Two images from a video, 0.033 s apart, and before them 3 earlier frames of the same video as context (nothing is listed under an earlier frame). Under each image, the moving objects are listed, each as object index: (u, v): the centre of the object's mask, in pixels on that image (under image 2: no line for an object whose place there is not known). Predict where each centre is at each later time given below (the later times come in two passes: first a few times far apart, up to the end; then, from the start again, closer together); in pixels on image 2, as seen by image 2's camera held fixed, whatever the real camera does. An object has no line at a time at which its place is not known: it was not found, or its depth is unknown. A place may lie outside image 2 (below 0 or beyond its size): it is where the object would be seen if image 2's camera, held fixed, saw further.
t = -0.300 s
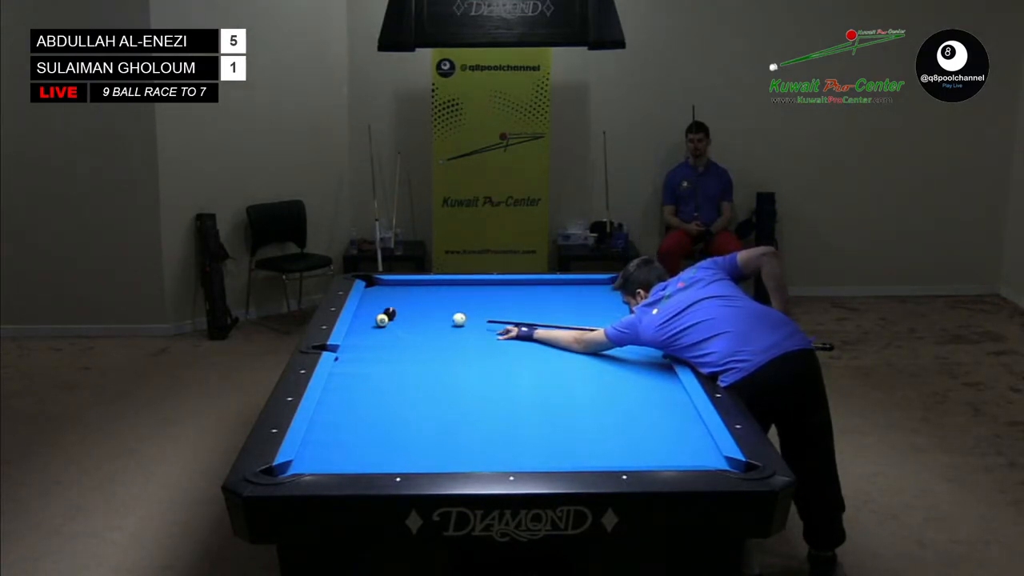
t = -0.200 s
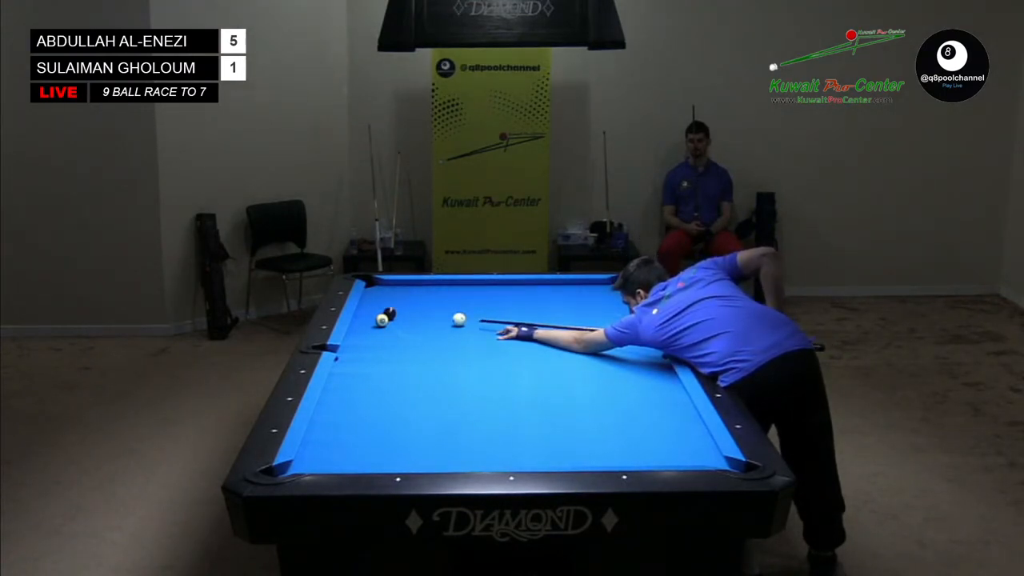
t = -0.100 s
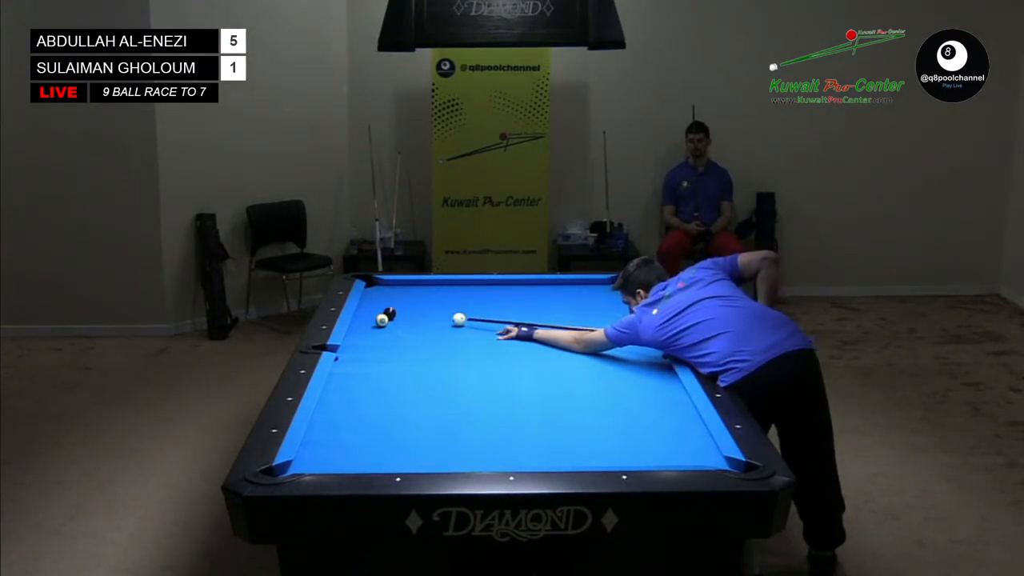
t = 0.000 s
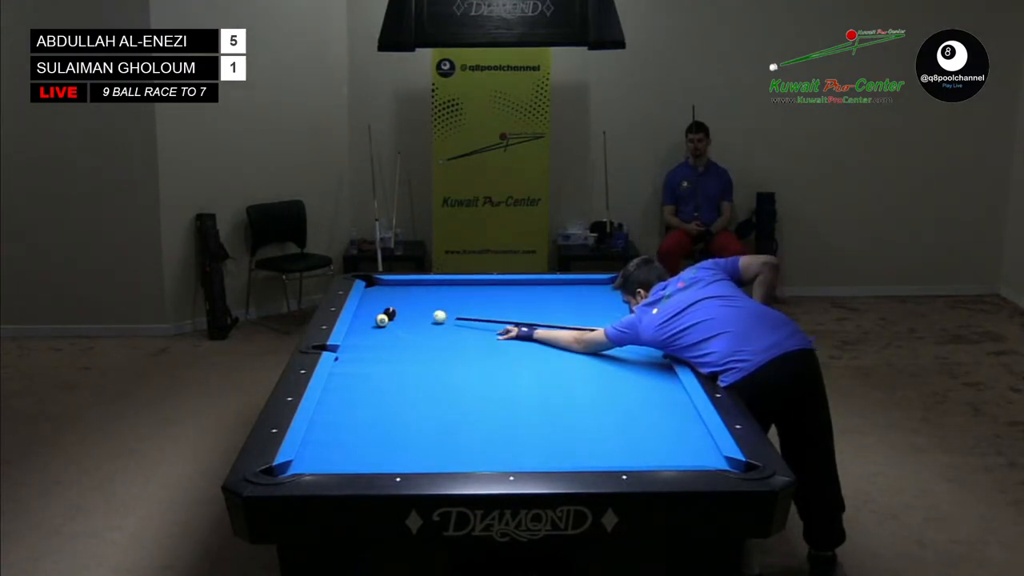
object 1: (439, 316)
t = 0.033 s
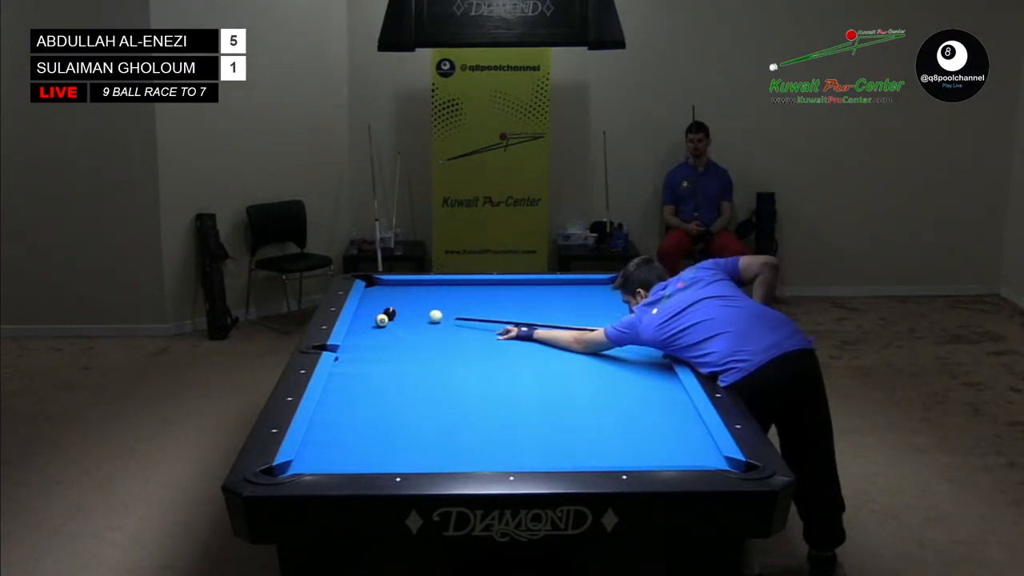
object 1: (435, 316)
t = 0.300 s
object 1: (393, 307)
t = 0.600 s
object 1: (372, 300)
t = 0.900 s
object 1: (394, 293)
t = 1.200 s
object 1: (416, 286)
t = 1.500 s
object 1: (436, 283)
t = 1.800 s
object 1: (456, 286)
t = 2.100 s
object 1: (474, 289)
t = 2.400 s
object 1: (492, 292)
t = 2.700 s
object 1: (510, 296)
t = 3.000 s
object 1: (527, 299)
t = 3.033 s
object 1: (528, 299)
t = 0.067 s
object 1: (429, 315)
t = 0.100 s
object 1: (422, 314)
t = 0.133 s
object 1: (419, 314)
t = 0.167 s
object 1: (409, 312)
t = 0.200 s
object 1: (403, 311)
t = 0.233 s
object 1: (400, 311)
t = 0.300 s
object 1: (393, 307)
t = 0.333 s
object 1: (391, 306)
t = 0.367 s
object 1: (388, 306)
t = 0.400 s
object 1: (379, 306)
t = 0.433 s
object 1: (377, 305)
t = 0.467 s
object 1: (372, 305)
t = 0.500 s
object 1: (367, 304)
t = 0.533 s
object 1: (365, 303)
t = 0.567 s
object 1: (369, 301)
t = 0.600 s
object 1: (372, 300)
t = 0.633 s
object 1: (374, 300)
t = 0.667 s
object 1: (376, 299)
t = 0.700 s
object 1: (379, 298)
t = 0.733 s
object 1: (381, 298)
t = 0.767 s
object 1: (384, 296)
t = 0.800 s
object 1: (387, 295)
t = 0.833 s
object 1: (389, 295)
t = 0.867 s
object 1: (392, 294)
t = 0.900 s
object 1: (394, 293)
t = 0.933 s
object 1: (396, 293)
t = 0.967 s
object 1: (400, 291)
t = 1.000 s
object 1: (403, 290)
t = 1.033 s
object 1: (405, 290)
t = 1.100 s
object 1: (409, 288)
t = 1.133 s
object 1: (410, 288)
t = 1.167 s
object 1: (413, 287)
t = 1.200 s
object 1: (416, 286)
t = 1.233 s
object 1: (417, 286)
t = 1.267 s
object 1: (420, 285)
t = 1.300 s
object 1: (422, 284)
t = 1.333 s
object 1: (424, 283)
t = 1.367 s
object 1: (428, 282)
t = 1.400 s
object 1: (430, 282)
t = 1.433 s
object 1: (432, 282)
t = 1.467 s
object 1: (433, 282)
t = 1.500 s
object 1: (436, 283)
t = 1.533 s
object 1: (437, 283)
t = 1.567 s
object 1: (440, 283)
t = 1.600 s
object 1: (442, 284)
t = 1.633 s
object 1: (444, 284)
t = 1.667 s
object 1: (446, 285)
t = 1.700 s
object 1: (449, 285)
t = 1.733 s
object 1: (450, 285)
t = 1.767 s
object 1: (454, 286)
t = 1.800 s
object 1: (456, 286)
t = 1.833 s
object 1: (457, 286)
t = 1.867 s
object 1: (459, 287)
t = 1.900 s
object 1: (462, 287)
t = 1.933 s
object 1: (463, 287)
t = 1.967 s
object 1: (465, 288)
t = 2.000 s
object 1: (468, 288)
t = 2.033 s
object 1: (469, 288)
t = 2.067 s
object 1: (472, 289)
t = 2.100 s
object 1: (474, 289)
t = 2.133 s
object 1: (475, 290)
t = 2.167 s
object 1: (478, 290)
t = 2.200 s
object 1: (482, 290)
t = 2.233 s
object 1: (483, 291)
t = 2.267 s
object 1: (484, 291)
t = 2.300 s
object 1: (486, 291)
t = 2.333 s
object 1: (487, 291)
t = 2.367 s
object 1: (490, 292)
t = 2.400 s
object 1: (492, 292)
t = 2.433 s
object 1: (494, 293)
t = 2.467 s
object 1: (496, 293)
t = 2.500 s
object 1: (498, 293)
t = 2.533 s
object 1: (499, 294)
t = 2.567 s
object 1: (503, 294)
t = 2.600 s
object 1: (505, 295)
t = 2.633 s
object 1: (506, 295)
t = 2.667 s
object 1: (507, 295)
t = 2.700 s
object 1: (510, 296)
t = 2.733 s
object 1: (511, 296)
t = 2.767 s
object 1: (513, 296)
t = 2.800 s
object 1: (515, 296)
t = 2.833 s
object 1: (516, 297)
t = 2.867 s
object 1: (518, 297)
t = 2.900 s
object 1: (521, 297)
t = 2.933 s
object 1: (522, 297)
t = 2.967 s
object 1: (525, 298)
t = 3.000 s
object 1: (527, 299)
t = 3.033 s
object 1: (528, 299)
